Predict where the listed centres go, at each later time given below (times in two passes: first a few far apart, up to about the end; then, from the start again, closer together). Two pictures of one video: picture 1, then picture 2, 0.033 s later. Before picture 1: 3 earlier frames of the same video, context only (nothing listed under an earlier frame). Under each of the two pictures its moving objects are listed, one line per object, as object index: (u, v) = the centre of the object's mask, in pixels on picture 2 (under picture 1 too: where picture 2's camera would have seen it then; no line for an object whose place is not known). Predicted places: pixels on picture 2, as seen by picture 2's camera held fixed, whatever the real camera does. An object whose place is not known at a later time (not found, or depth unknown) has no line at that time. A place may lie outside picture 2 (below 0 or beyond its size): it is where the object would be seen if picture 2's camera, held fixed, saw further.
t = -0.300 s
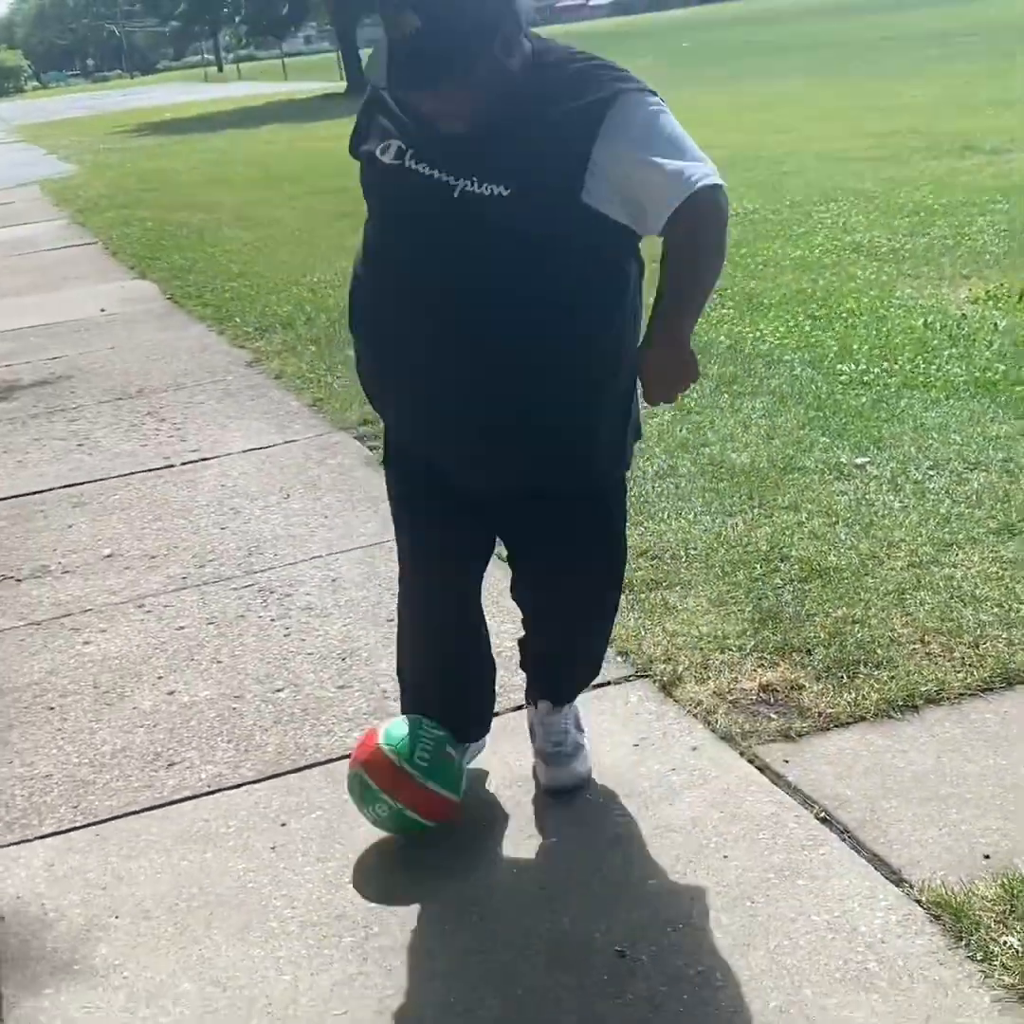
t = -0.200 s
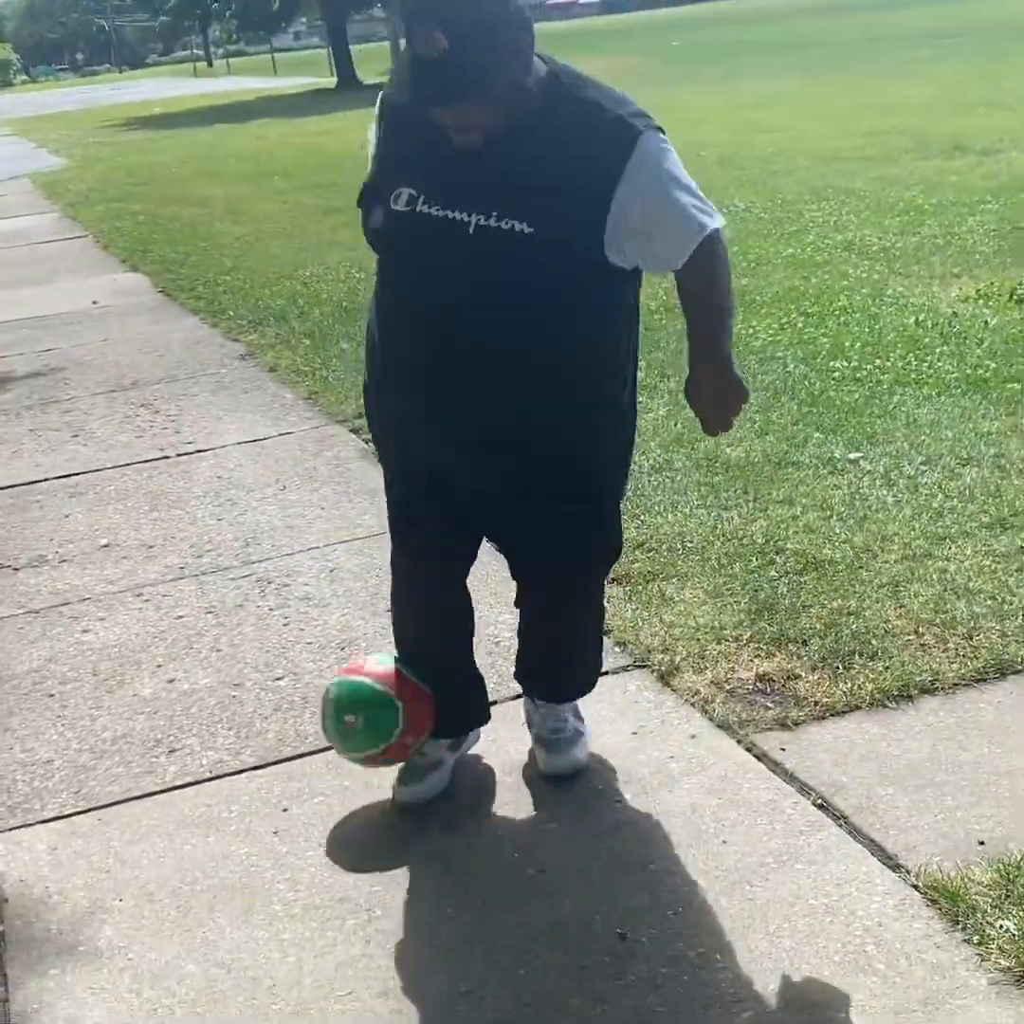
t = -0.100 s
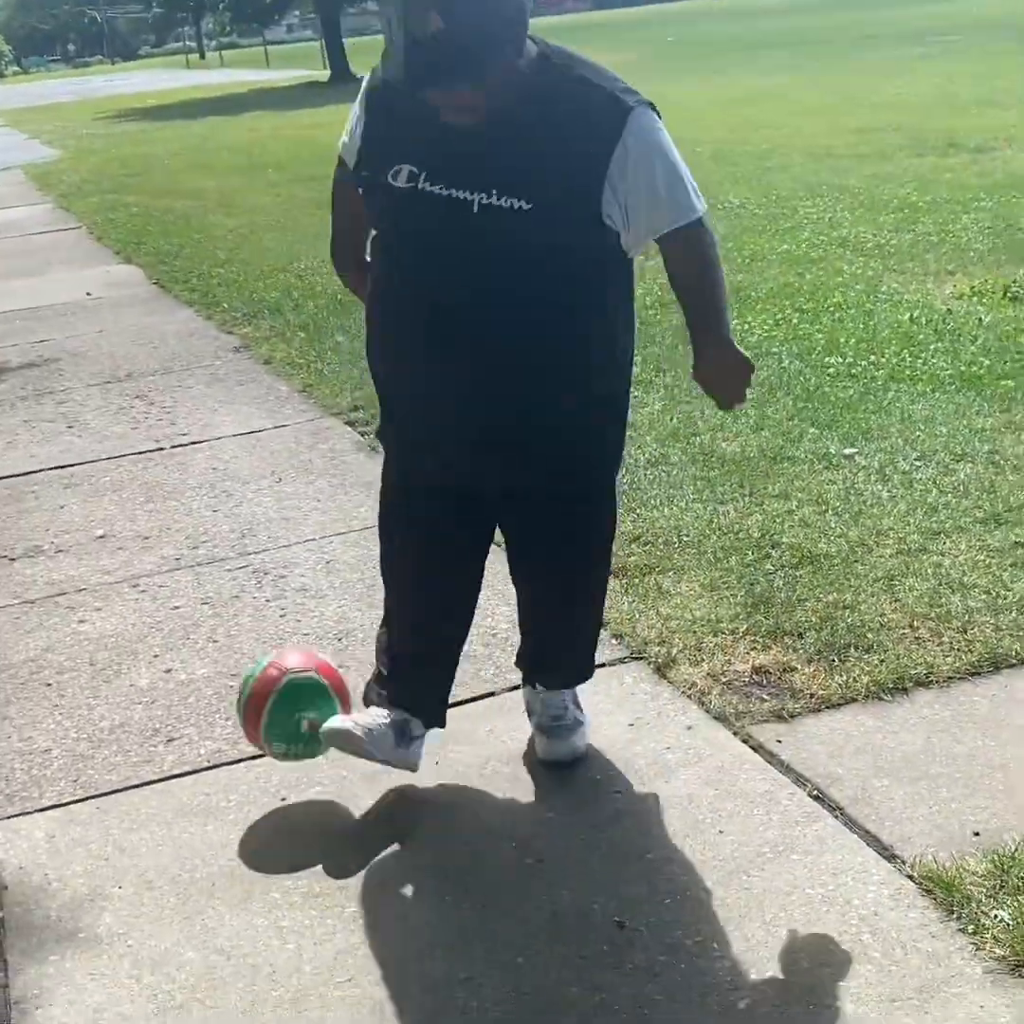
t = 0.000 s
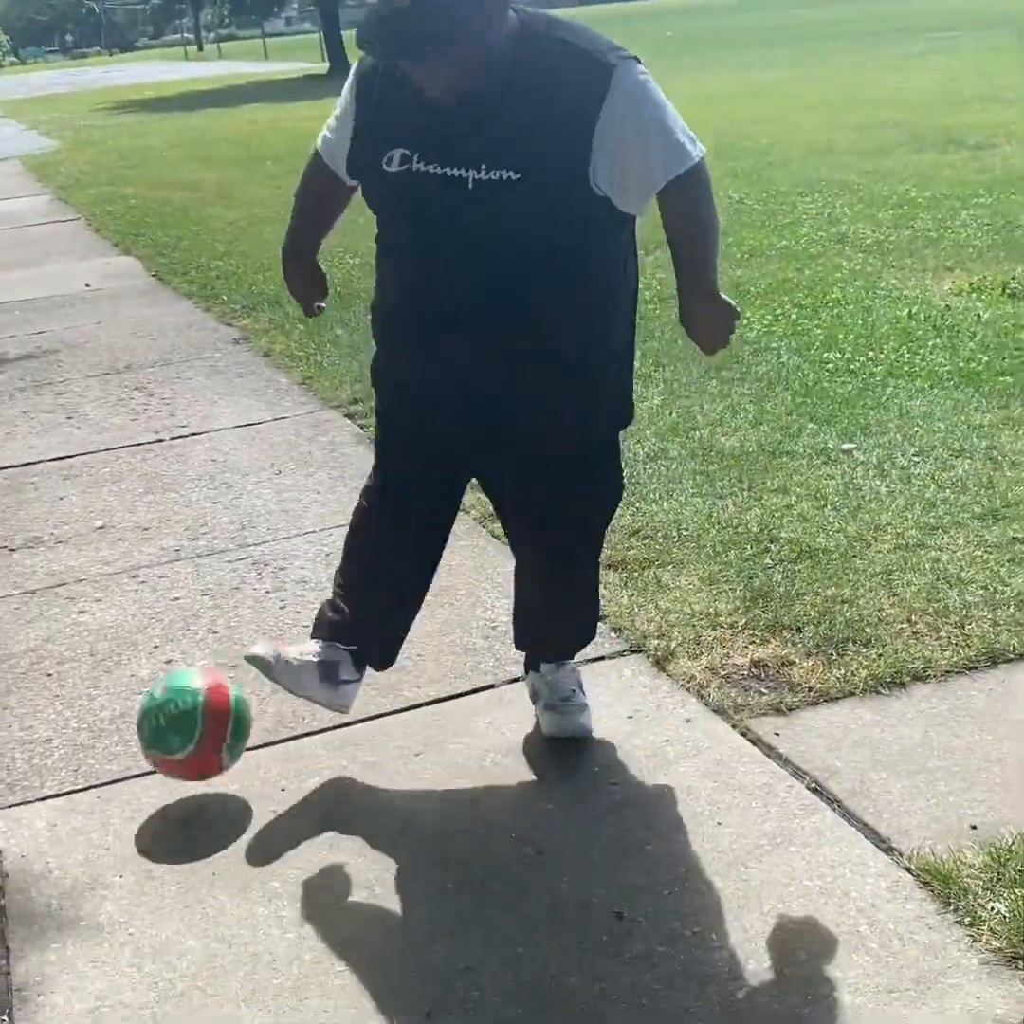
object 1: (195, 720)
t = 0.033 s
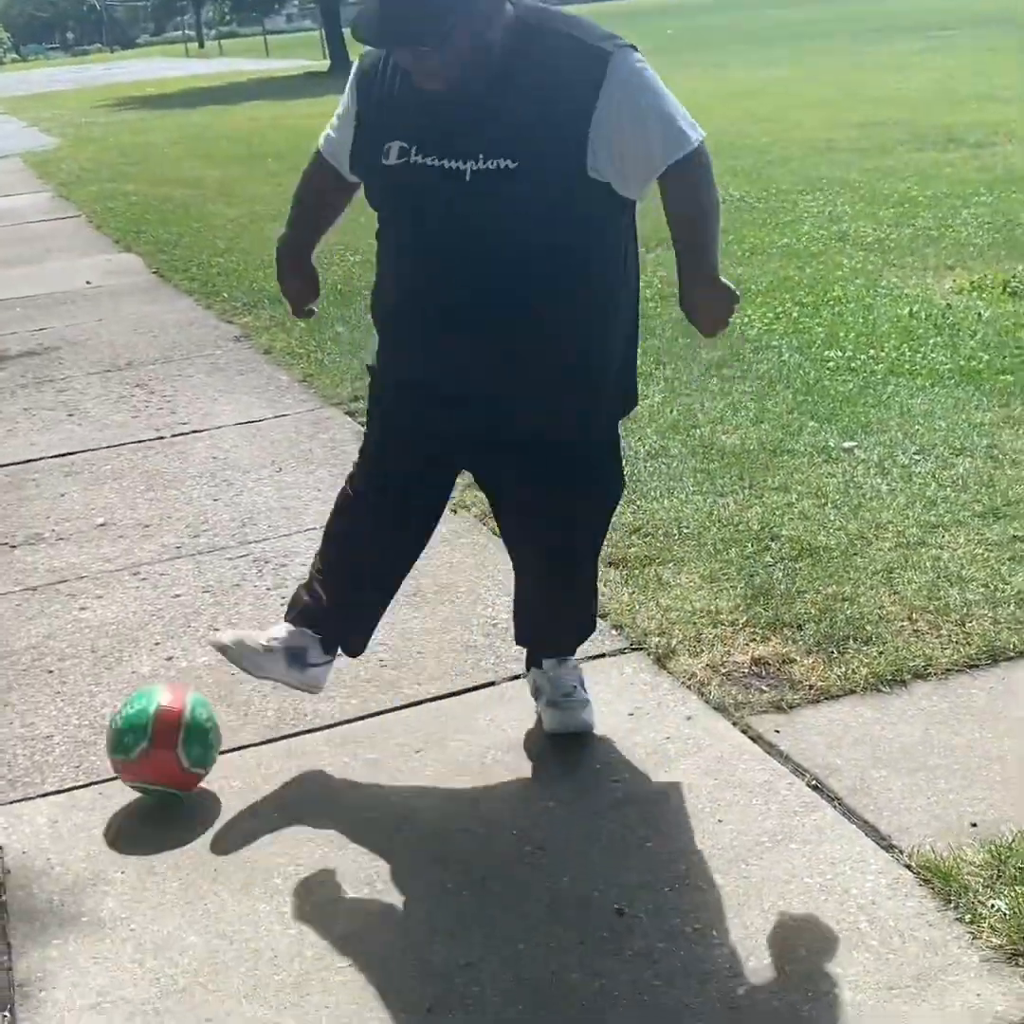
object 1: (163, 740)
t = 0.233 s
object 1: (22, 725)
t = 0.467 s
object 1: (37, 706)
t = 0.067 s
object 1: (136, 748)
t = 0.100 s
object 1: (110, 733)
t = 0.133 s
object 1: (85, 724)
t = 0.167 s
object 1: (62, 719)
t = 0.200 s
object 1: (39, 720)
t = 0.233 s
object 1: (22, 725)
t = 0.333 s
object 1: (4, 725)
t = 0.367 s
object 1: (15, 720)
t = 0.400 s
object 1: (27, 717)
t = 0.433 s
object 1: (32, 711)
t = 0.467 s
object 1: (37, 706)
